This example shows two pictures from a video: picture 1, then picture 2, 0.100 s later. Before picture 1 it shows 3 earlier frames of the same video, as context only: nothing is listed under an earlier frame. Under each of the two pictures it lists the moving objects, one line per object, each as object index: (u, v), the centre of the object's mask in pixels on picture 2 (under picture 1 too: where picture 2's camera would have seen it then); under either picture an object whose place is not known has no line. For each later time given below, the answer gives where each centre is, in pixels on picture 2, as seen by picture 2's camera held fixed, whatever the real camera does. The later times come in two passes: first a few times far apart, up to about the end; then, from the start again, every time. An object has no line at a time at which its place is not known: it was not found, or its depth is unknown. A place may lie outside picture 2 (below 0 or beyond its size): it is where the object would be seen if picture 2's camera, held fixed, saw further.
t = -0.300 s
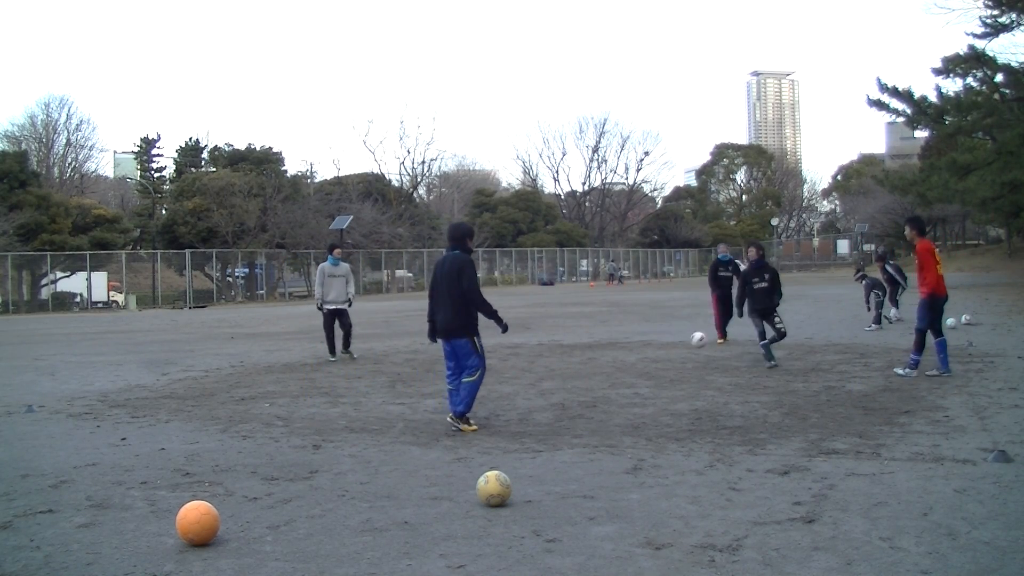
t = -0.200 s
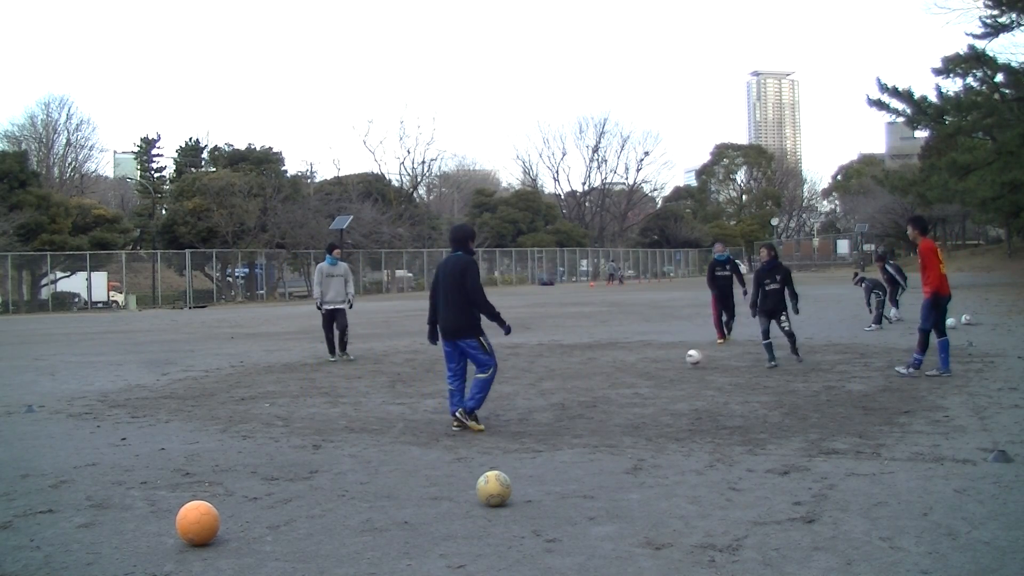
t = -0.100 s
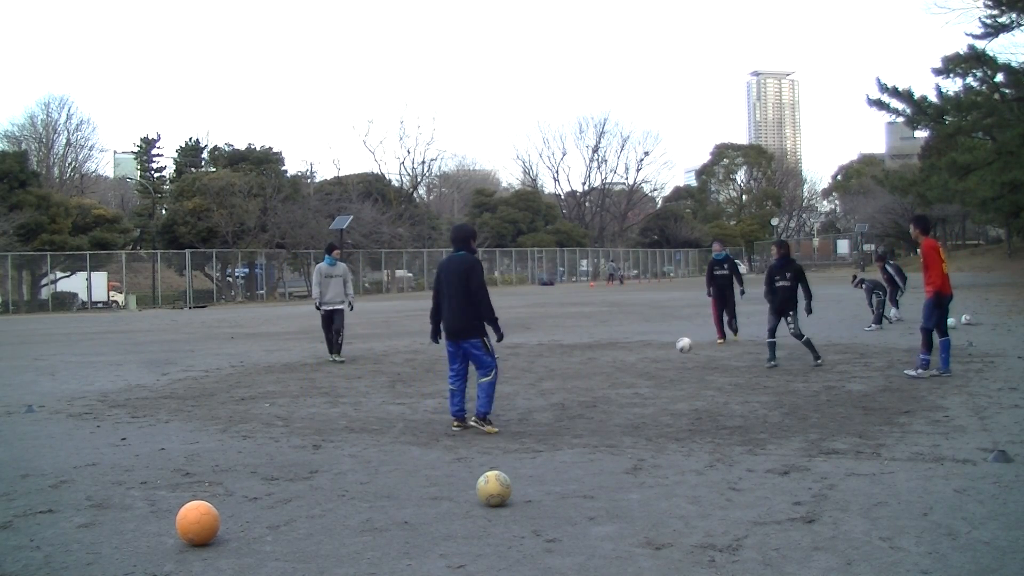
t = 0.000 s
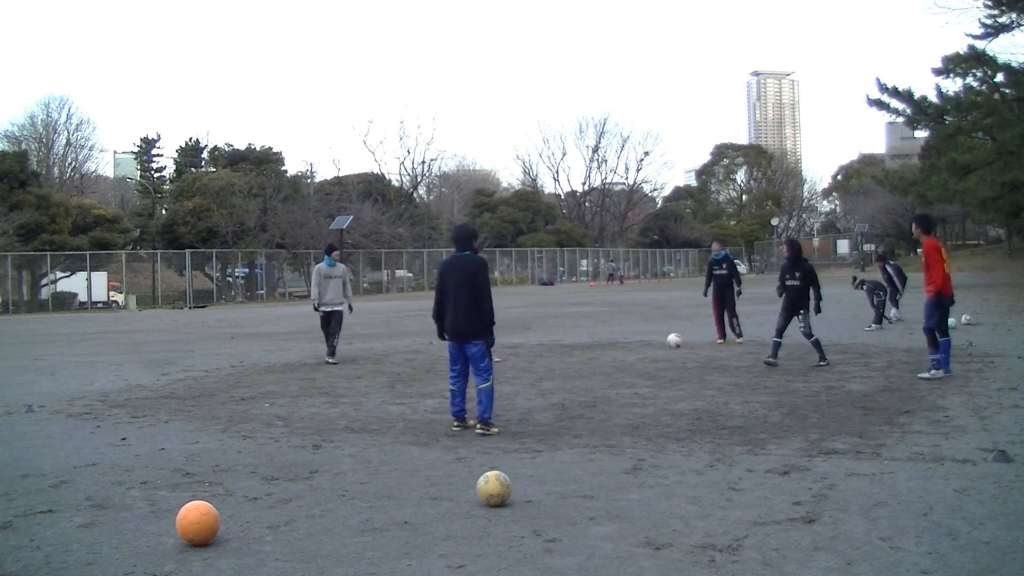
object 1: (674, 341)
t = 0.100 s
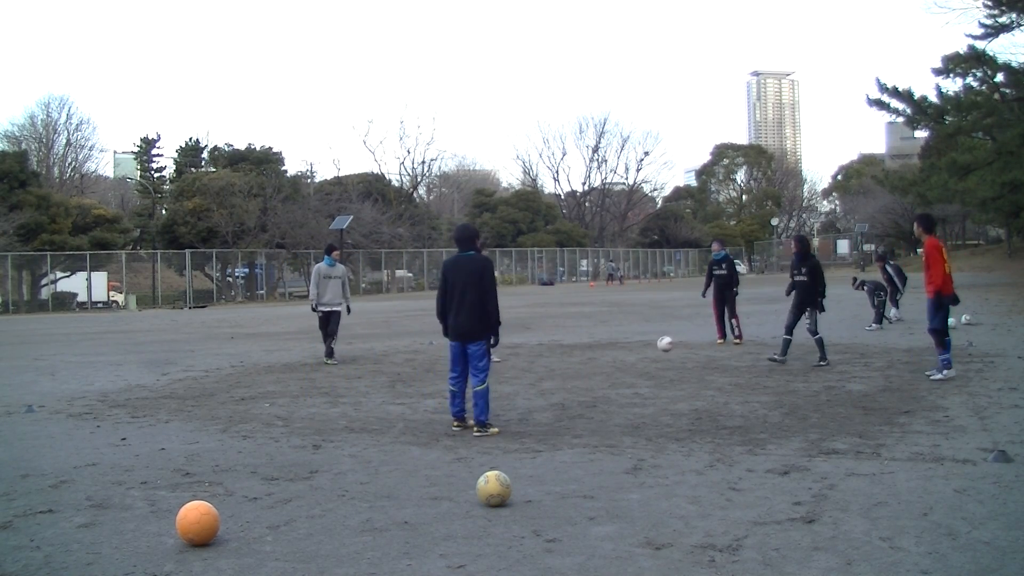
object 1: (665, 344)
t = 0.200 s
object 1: (656, 354)
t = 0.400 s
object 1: (638, 355)
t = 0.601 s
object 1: (621, 361)
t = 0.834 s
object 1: (601, 361)
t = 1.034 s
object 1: (584, 362)
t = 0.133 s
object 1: (662, 346)
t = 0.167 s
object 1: (659, 349)
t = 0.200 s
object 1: (656, 354)
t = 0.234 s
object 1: (652, 360)
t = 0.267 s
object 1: (649, 359)
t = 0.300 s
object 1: (646, 356)
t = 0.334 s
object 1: (644, 355)
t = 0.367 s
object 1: (641, 355)
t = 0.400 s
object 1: (638, 355)
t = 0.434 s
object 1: (635, 356)
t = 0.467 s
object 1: (632, 359)
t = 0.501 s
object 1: (629, 360)
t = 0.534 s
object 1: (627, 360)
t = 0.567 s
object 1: (624, 360)
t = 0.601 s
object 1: (621, 361)
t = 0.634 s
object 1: (617, 360)
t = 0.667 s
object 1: (615, 361)
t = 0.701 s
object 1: (612, 360)
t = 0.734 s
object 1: (609, 360)
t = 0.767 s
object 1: (606, 360)
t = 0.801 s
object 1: (603, 361)
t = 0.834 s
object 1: (601, 361)
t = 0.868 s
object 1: (598, 361)
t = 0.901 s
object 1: (595, 361)
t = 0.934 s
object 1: (593, 361)
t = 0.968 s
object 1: (590, 361)
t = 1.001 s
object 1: (587, 362)
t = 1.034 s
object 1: (584, 362)
